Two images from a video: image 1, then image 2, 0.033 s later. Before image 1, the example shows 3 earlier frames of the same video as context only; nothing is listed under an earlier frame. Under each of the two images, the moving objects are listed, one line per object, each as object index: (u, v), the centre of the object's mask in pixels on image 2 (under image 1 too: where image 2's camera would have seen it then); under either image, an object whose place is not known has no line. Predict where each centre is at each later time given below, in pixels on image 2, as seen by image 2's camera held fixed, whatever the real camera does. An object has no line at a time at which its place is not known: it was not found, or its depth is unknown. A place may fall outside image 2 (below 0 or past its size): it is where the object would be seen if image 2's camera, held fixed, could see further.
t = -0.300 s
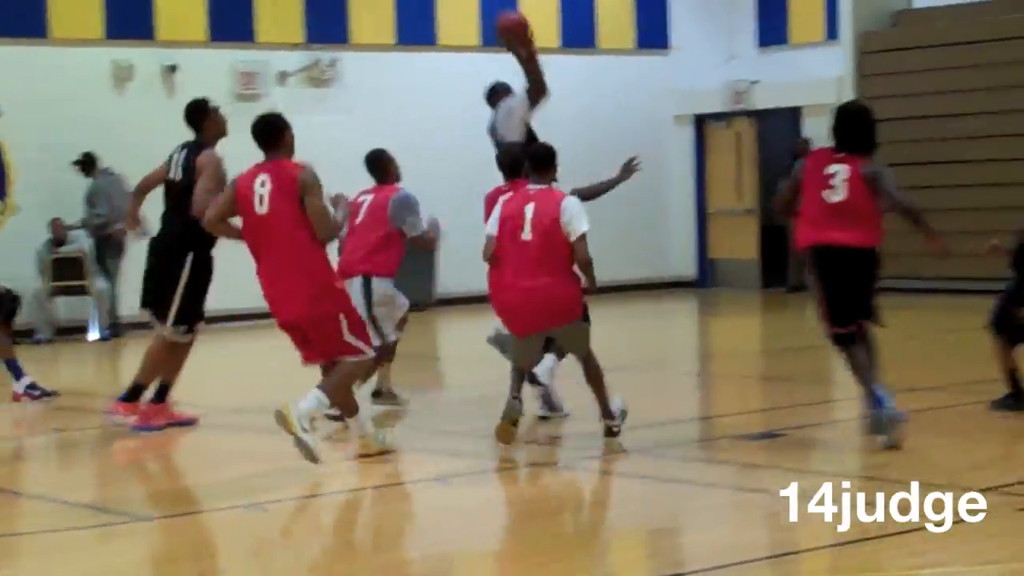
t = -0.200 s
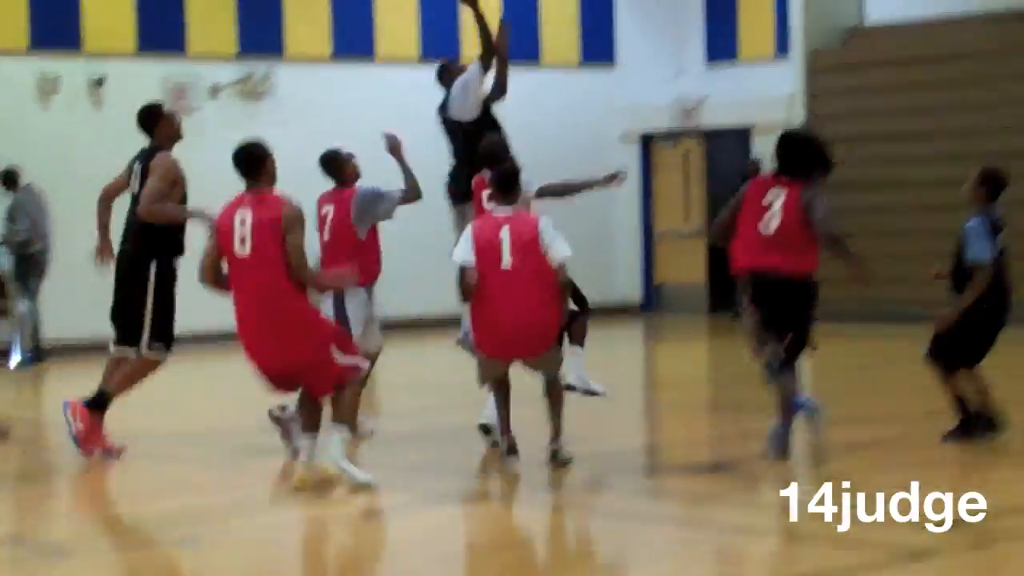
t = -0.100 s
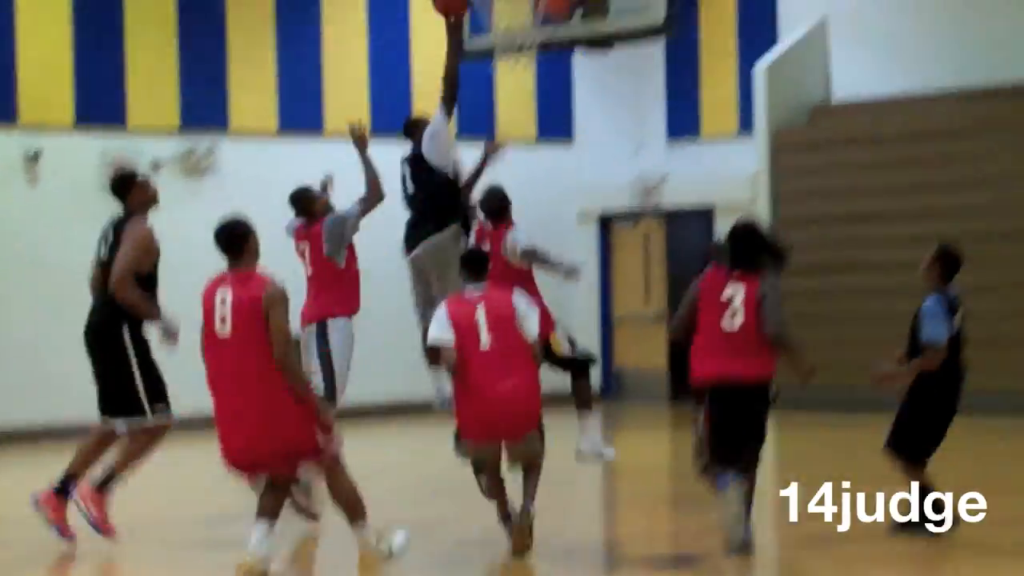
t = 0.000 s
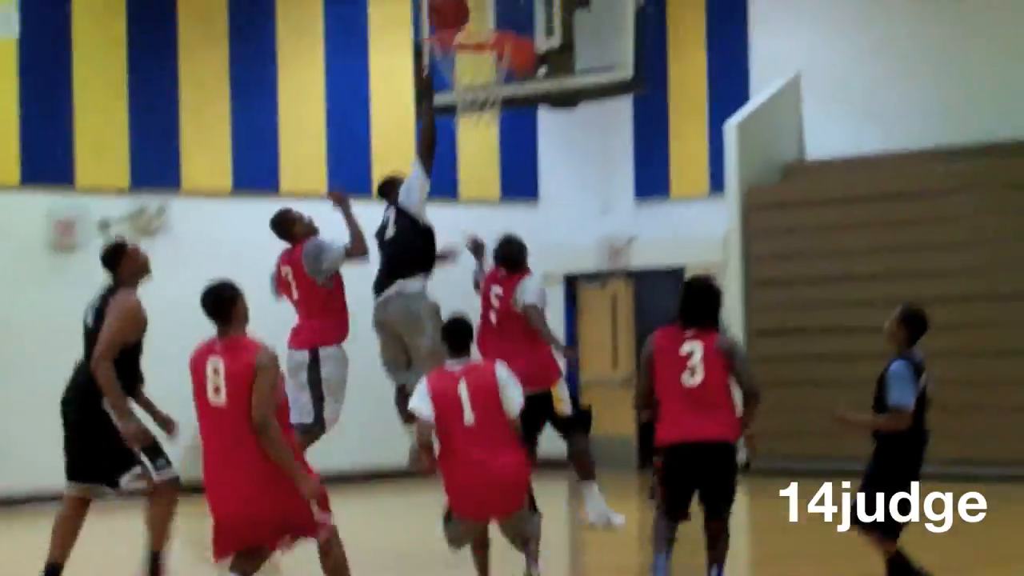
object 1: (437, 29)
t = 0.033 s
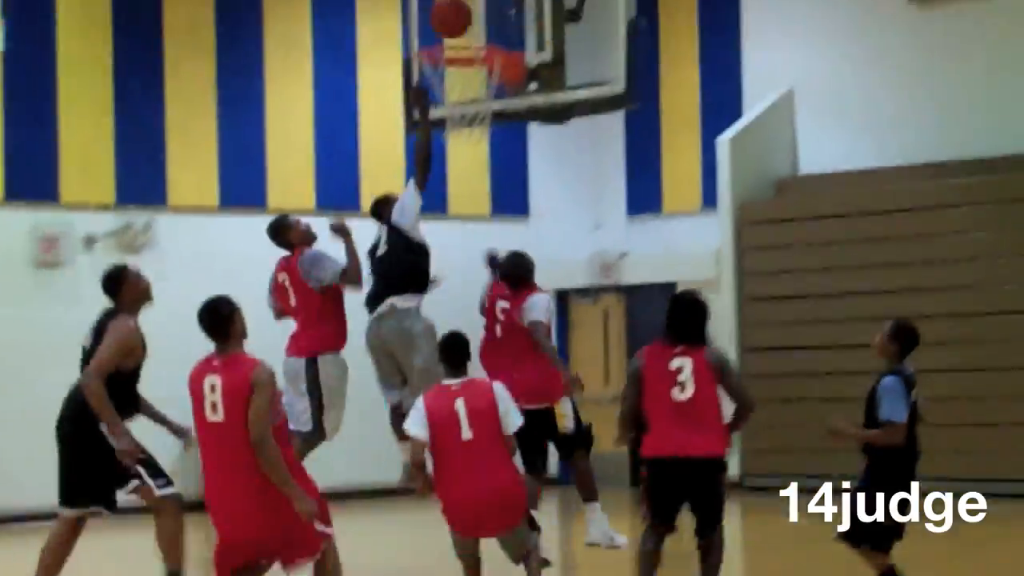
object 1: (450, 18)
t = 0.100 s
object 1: (469, 5)
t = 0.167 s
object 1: (468, 6)
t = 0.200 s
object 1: (467, 10)
